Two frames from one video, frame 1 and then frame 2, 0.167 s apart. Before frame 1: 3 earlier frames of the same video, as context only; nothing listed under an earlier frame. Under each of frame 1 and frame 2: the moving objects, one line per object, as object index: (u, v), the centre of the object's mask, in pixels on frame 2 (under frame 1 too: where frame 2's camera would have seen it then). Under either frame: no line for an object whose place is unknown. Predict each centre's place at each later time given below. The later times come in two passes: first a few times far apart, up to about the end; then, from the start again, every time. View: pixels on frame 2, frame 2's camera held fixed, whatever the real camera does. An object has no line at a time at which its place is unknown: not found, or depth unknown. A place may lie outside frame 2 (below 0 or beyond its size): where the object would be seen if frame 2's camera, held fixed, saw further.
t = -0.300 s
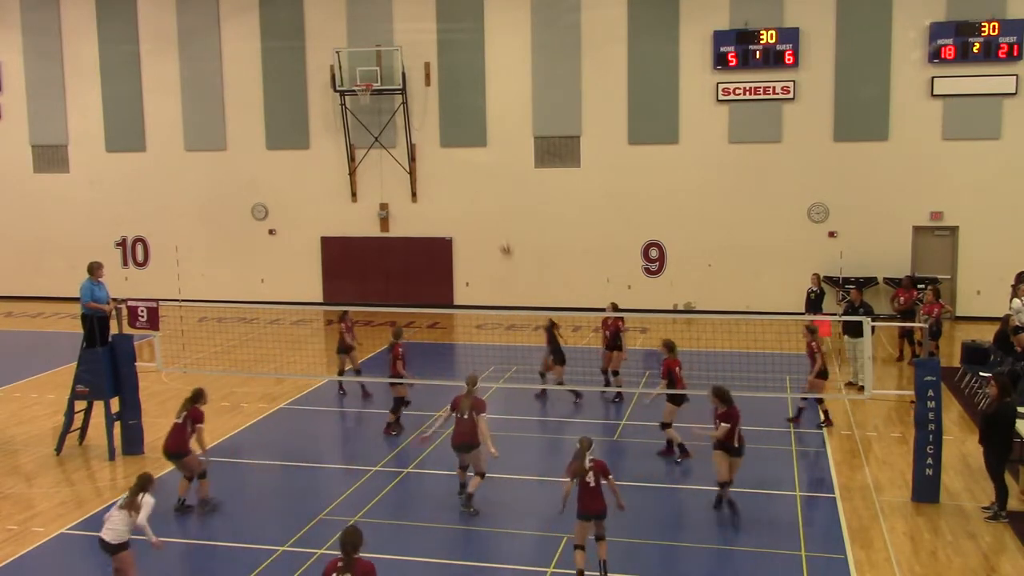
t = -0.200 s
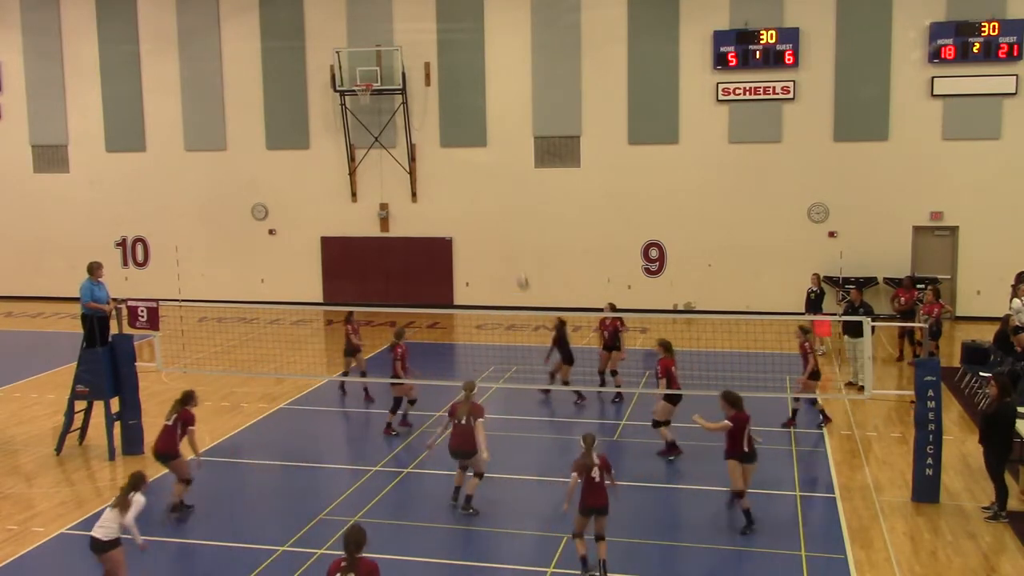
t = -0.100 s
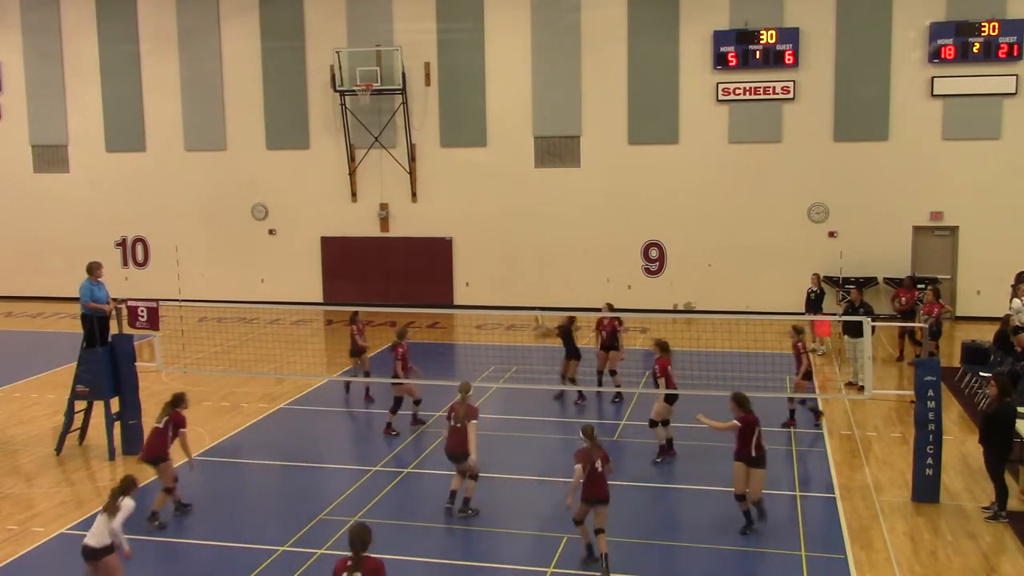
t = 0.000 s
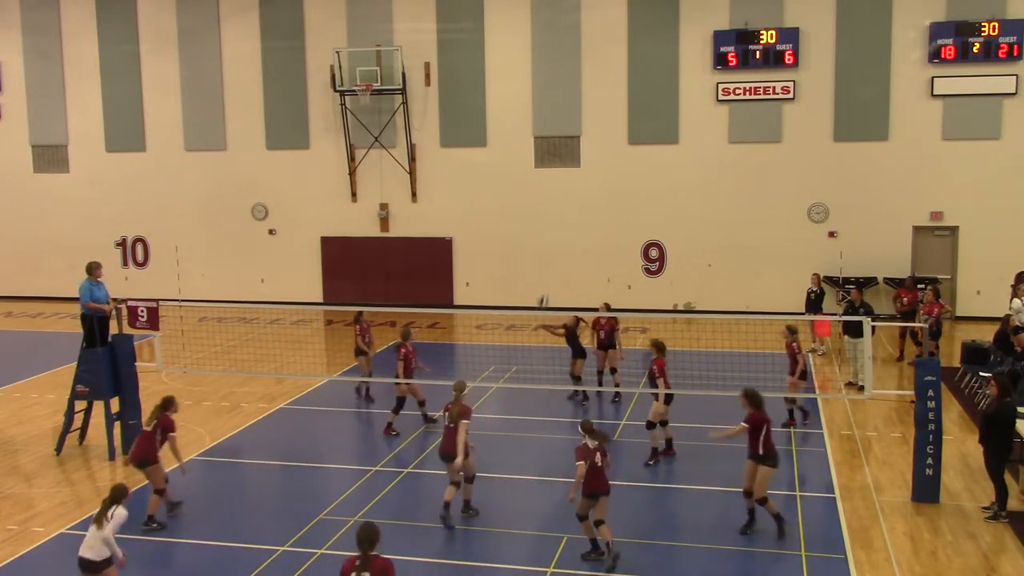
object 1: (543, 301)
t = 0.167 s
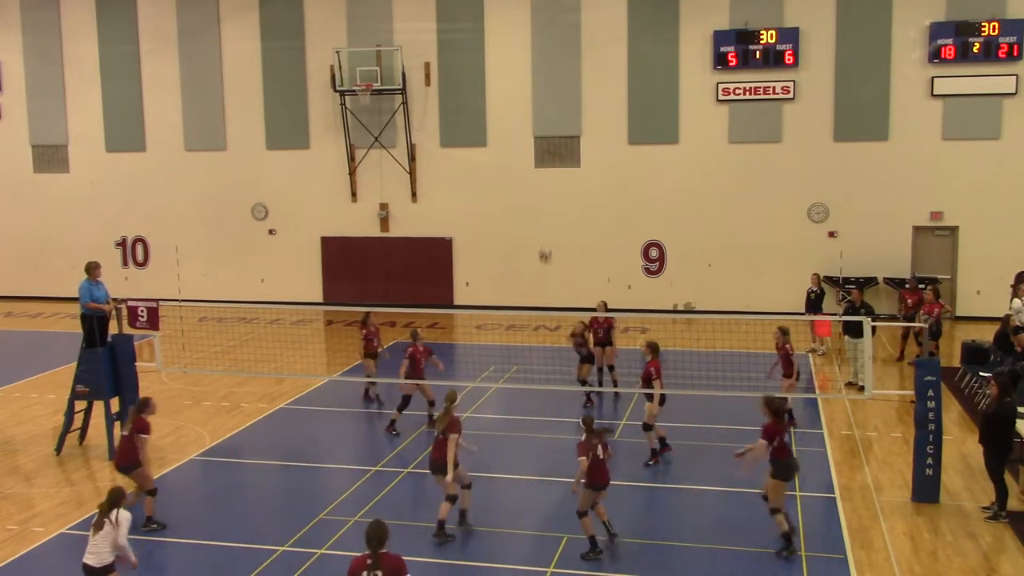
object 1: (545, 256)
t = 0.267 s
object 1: (546, 232)
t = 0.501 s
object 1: (550, 203)
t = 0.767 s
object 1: (556, 219)
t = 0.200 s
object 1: (546, 247)
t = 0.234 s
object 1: (546, 240)
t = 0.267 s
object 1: (546, 232)
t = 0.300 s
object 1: (547, 226)
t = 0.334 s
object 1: (547, 220)
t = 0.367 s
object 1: (548, 215)
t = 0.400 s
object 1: (549, 211)
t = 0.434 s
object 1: (549, 208)
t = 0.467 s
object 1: (549, 205)
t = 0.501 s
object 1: (550, 203)
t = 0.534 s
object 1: (550, 201)
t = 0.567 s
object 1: (551, 201)
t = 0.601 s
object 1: (552, 202)
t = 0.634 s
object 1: (552, 204)
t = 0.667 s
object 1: (553, 206)
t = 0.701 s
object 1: (554, 209)
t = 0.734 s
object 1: (555, 213)
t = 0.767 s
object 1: (556, 219)
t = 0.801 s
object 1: (557, 225)
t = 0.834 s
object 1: (557, 233)
